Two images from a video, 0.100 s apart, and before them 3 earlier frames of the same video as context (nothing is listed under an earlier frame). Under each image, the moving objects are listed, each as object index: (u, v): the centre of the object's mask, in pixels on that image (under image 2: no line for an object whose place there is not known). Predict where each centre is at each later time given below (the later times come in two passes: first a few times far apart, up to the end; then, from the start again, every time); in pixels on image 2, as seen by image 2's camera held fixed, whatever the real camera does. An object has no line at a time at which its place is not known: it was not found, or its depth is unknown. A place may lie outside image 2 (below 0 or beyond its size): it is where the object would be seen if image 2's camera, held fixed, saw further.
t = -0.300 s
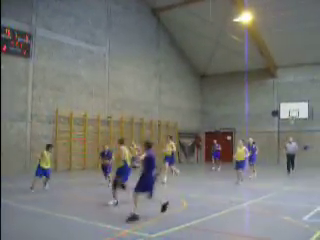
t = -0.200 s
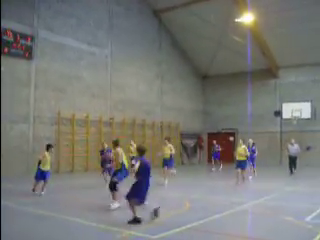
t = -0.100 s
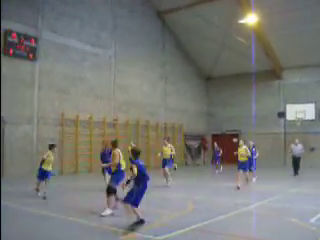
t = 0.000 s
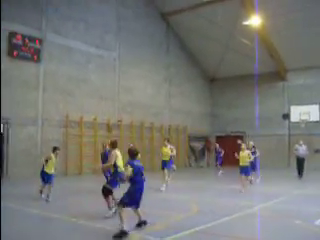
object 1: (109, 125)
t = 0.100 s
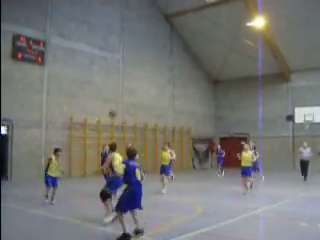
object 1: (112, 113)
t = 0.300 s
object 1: (109, 86)
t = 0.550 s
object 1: (103, 69)
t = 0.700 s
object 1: (96, 72)
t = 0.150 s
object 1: (111, 105)
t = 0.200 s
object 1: (111, 98)
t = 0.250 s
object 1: (110, 91)
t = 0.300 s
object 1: (109, 86)
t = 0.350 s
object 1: (107, 81)
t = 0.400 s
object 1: (106, 76)
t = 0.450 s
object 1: (105, 73)
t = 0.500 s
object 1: (104, 70)
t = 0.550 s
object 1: (103, 69)
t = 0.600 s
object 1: (101, 68)
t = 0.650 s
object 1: (99, 69)
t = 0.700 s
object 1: (96, 72)
